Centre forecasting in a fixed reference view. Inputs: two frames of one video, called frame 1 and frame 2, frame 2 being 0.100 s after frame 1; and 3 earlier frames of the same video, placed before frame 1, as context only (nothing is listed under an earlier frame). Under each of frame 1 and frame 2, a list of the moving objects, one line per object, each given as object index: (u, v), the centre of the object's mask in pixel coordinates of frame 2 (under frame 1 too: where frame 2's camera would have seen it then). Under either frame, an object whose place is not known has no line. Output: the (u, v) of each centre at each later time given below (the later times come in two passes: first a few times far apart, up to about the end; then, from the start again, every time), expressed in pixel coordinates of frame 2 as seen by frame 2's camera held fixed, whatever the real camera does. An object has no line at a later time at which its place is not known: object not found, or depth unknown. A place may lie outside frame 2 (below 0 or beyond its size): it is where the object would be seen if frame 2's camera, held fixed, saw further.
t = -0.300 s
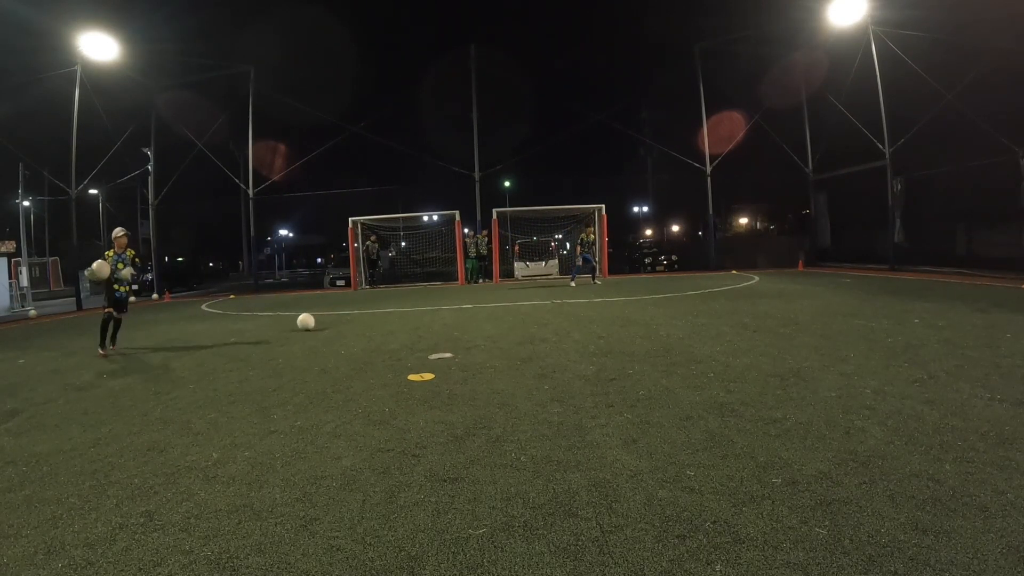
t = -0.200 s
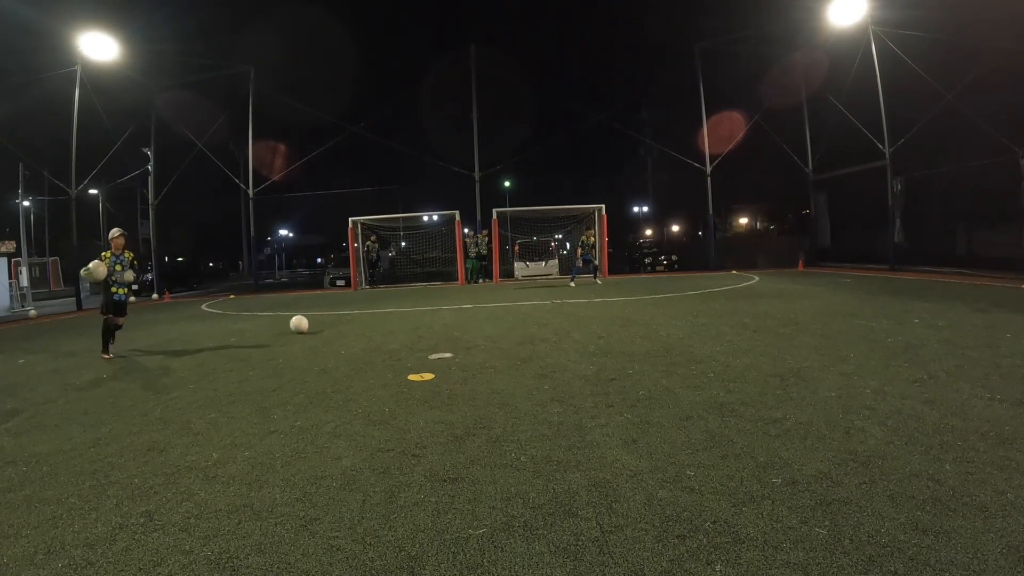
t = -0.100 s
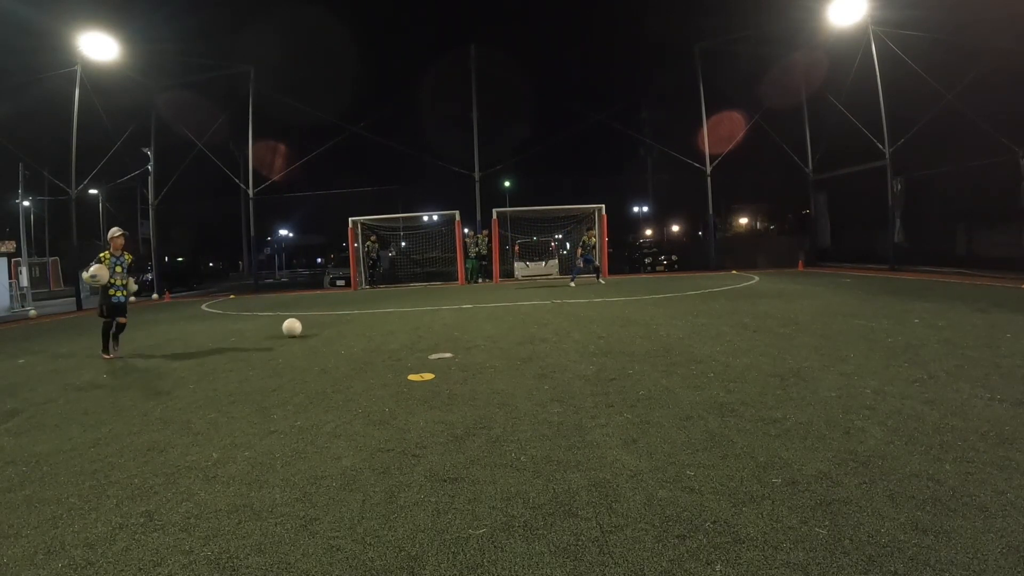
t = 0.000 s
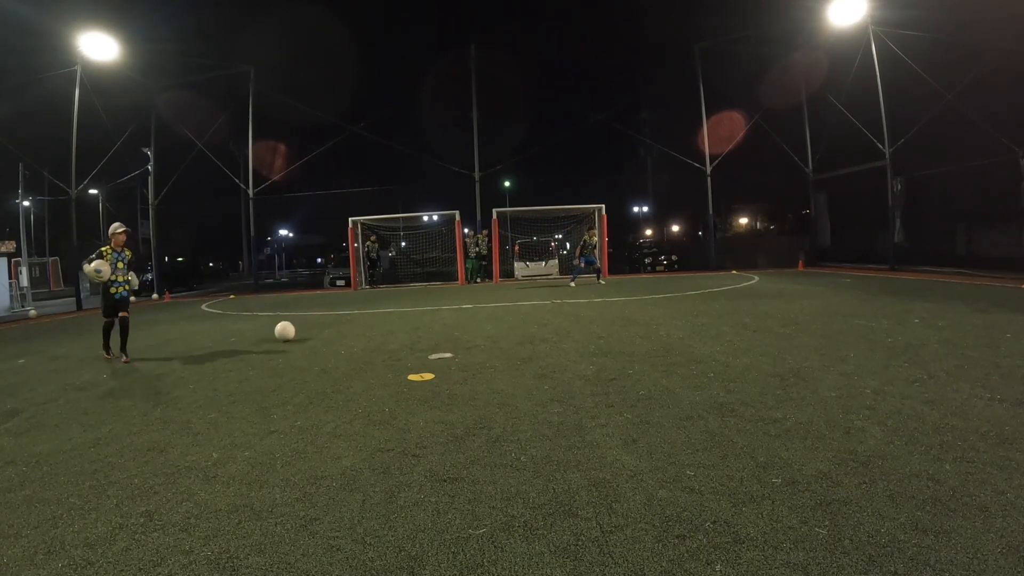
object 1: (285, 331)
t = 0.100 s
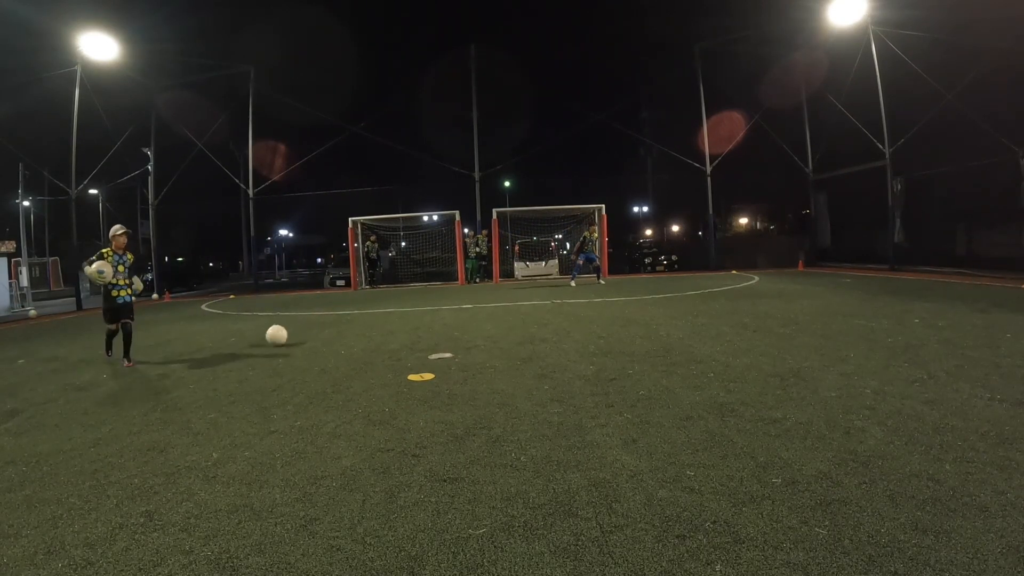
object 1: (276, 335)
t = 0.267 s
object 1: (262, 342)
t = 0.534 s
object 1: (234, 355)
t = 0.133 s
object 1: (273, 336)
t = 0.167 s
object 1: (271, 338)
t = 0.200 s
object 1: (268, 340)
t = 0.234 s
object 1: (265, 340)
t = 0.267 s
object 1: (262, 342)
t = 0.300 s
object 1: (259, 344)
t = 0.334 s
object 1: (255, 346)
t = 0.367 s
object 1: (252, 348)
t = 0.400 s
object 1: (248, 348)
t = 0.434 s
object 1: (245, 350)
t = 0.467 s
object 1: (241, 353)
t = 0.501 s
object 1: (238, 354)
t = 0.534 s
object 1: (234, 355)
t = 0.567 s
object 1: (230, 358)
